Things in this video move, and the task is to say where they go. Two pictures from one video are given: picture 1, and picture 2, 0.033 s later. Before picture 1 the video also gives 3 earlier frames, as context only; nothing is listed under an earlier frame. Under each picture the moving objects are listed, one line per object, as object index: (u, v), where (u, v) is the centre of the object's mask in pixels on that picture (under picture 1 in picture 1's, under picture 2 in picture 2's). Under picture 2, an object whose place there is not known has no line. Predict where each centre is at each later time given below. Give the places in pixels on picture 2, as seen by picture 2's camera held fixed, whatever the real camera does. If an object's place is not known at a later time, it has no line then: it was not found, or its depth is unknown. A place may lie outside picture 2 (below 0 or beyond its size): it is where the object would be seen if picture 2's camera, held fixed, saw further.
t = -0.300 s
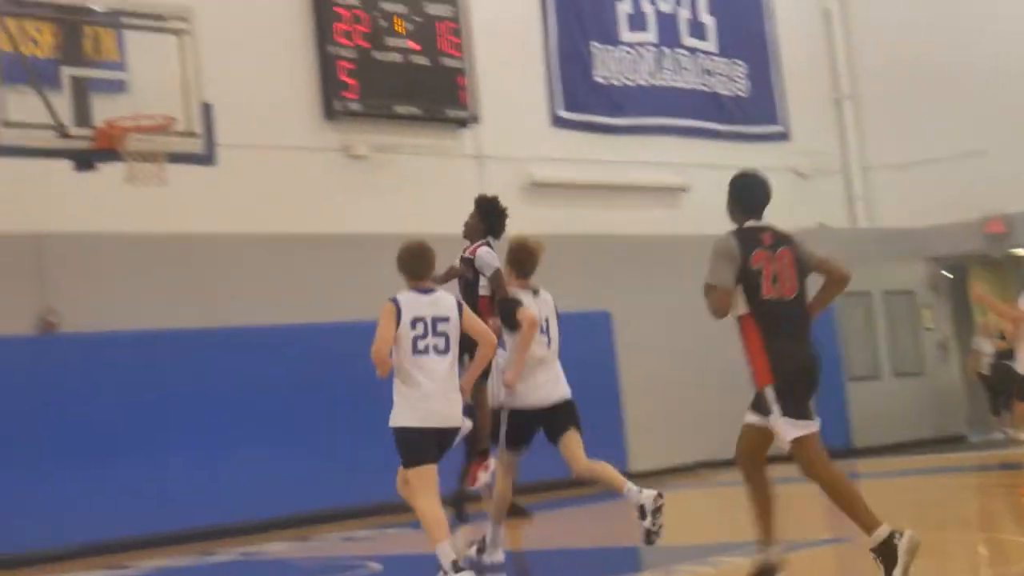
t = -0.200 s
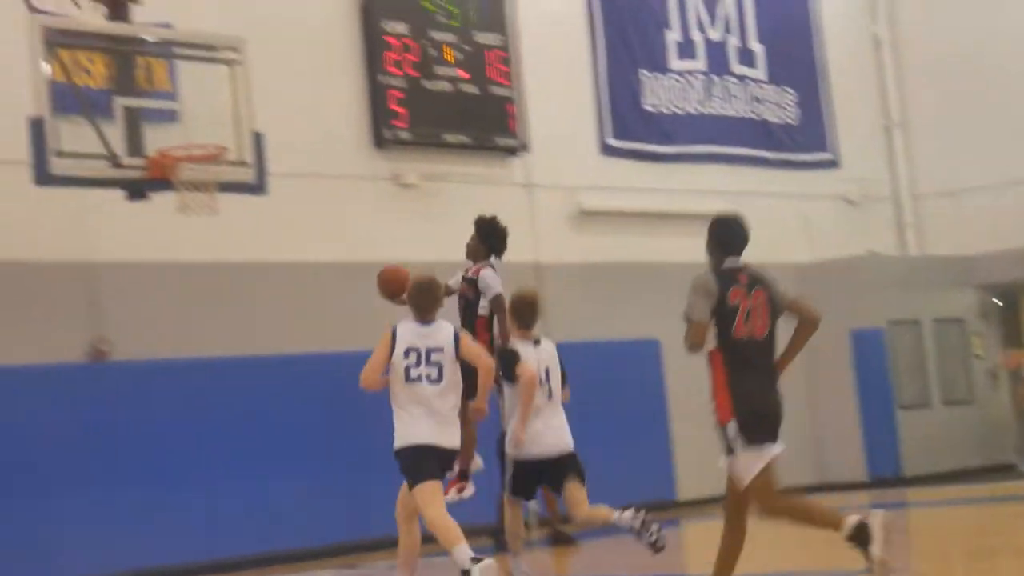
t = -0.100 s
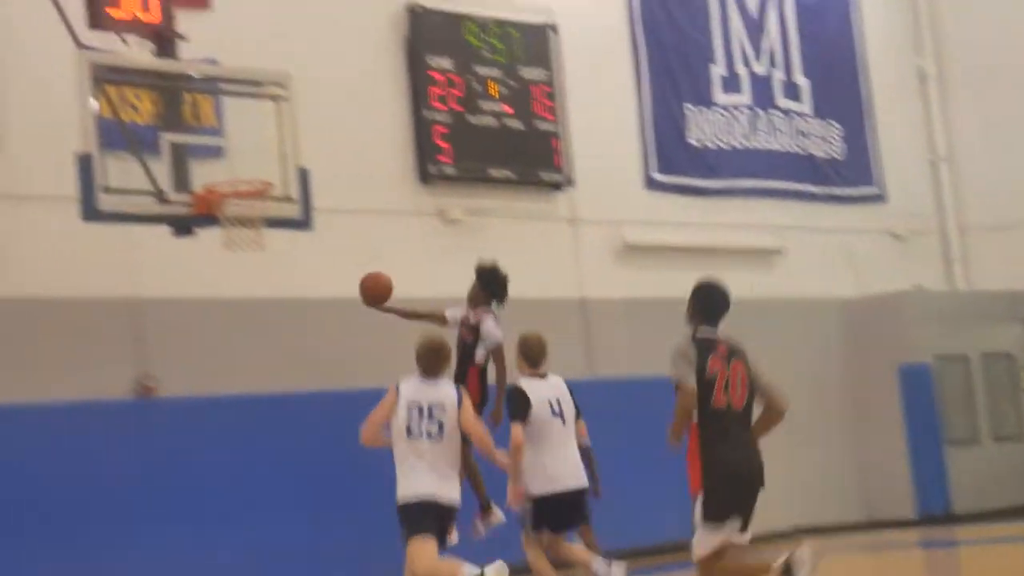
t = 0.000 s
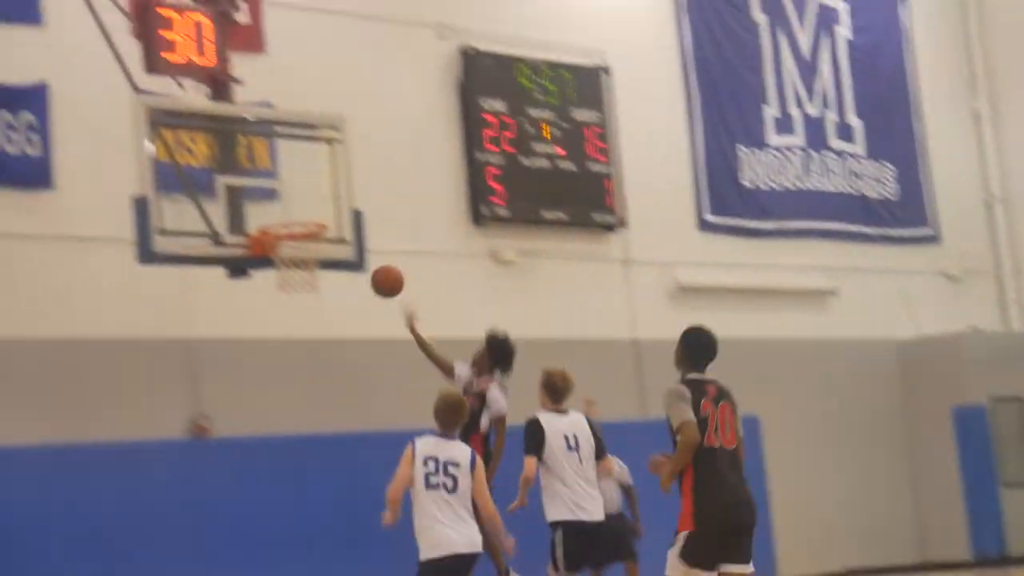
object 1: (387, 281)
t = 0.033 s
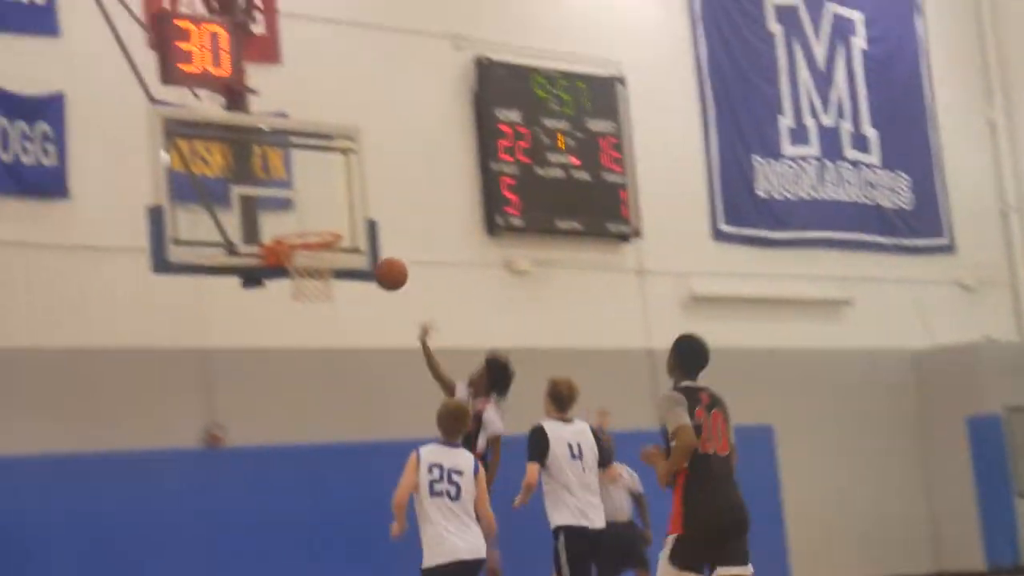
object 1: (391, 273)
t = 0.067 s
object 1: (380, 259)
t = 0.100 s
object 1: (370, 246)
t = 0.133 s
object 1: (360, 234)
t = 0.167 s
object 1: (350, 223)
